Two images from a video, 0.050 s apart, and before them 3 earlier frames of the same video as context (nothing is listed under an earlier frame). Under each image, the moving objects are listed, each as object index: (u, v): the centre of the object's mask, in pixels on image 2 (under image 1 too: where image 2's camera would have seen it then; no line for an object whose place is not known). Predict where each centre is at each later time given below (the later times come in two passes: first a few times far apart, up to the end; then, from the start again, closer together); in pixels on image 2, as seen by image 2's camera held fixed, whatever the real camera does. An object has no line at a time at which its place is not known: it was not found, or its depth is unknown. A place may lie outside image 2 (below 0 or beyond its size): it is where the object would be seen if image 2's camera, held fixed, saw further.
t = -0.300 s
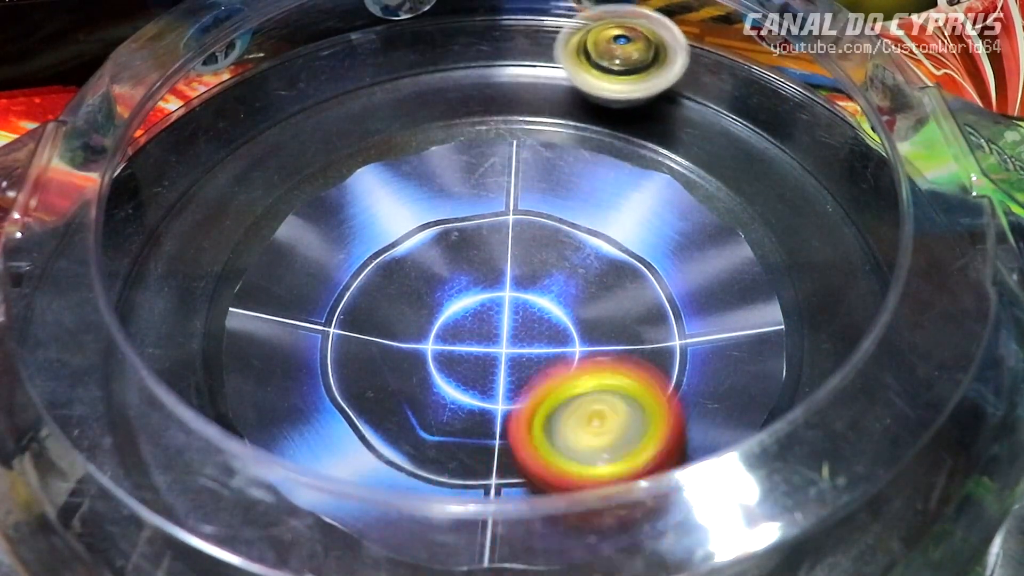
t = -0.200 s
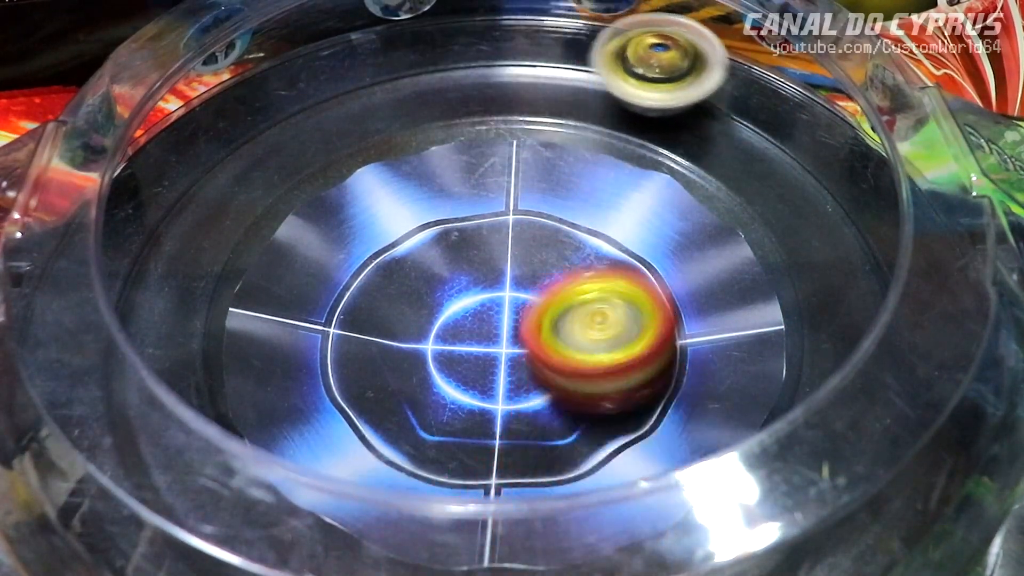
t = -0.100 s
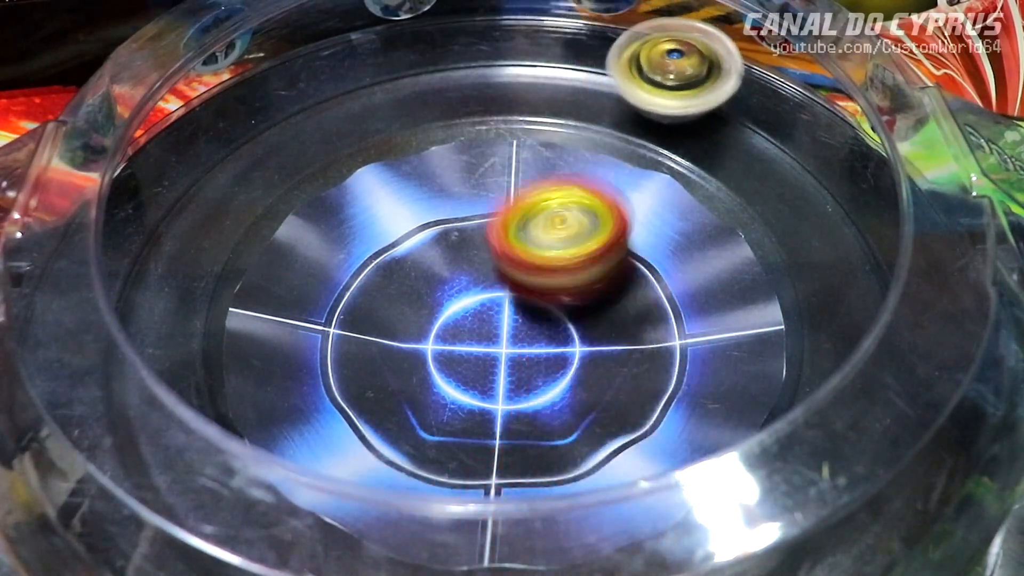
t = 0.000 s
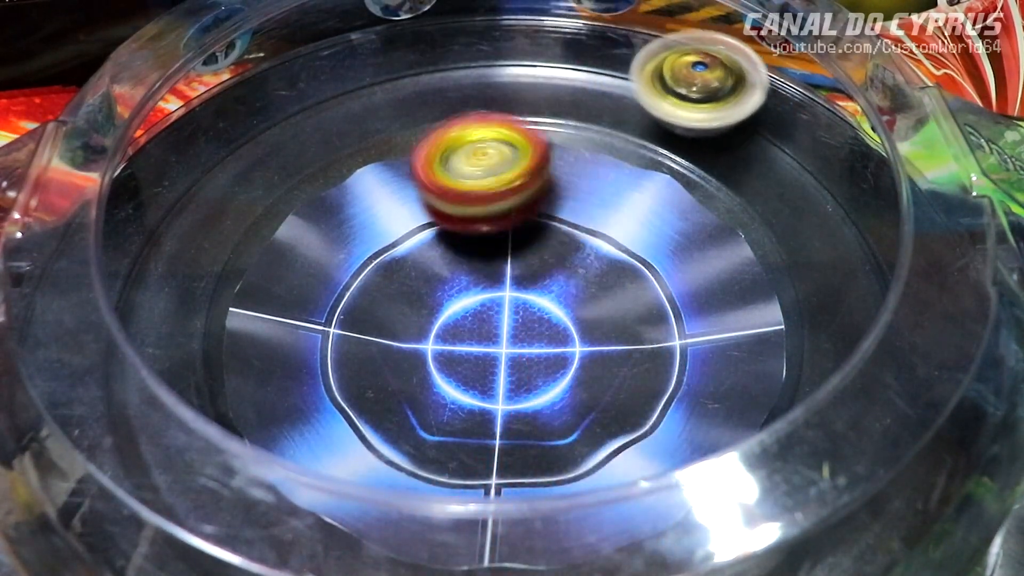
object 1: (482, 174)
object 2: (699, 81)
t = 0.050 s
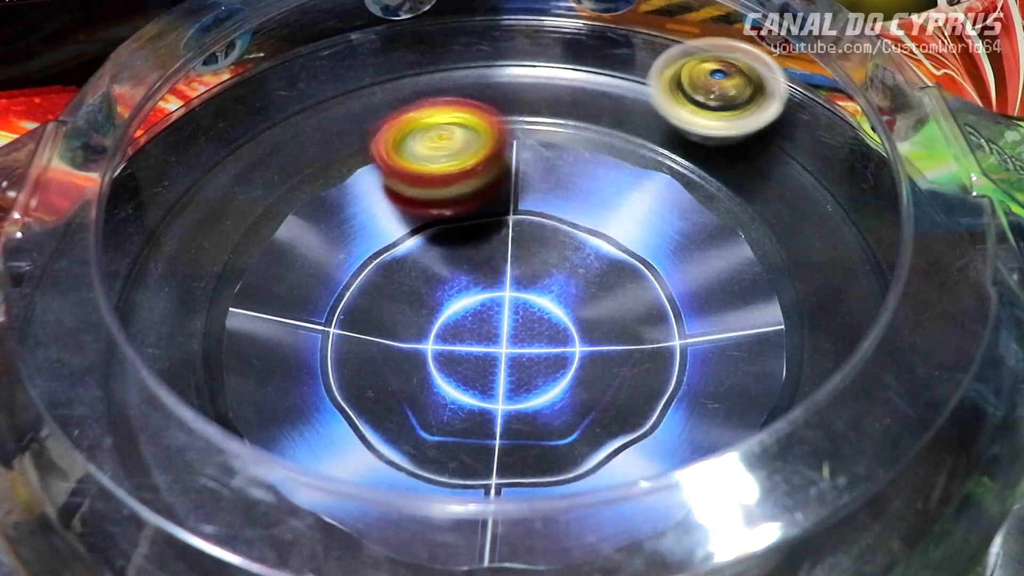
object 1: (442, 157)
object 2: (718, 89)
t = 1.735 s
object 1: (195, 312)
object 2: (682, 260)
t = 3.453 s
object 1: (854, 232)
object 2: (609, 301)
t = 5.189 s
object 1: (694, 230)
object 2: (538, 207)
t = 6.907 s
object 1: (455, 426)
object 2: (390, 260)
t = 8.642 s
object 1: (439, 164)
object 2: (460, 386)
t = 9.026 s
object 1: (453, 411)
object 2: (524, 232)
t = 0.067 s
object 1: (430, 154)
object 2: (725, 91)
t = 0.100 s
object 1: (403, 153)
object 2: (741, 97)
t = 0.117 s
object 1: (390, 155)
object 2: (749, 99)
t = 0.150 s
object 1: (366, 164)
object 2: (757, 101)
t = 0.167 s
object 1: (356, 171)
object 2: (758, 103)
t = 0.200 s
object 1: (338, 187)
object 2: (759, 107)
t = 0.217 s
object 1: (330, 198)
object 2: (761, 110)
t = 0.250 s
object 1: (316, 224)
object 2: (772, 116)
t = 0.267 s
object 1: (312, 238)
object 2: (777, 119)
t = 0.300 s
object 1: (309, 268)
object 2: (787, 128)
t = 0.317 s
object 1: (311, 284)
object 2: (792, 131)
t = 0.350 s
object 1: (321, 320)
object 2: (802, 138)
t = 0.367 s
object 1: (331, 337)
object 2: (805, 141)
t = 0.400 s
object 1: (352, 370)
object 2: (807, 145)
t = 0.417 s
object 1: (366, 387)
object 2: (808, 146)
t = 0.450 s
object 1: (402, 412)
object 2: (810, 150)
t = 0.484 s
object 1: (442, 428)
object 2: (816, 158)
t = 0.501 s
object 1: (464, 434)
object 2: (820, 162)
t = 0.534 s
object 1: (511, 441)
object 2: (827, 171)
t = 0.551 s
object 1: (536, 440)
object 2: (830, 175)
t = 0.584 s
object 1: (583, 434)
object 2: (832, 180)
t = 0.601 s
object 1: (606, 429)
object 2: (833, 183)
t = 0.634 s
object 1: (645, 415)
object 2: (835, 191)
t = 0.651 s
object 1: (662, 405)
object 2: (837, 196)
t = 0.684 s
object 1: (691, 384)
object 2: (841, 205)
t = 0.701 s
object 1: (701, 371)
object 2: (843, 209)
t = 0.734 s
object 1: (715, 339)
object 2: (846, 217)
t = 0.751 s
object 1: (718, 321)
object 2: (863, 222)
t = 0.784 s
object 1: (715, 285)
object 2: (866, 229)
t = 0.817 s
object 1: (700, 249)
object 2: (869, 236)
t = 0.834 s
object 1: (690, 231)
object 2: (871, 240)
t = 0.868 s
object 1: (663, 196)
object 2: (877, 246)
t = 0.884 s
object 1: (647, 181)
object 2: (877, 248)
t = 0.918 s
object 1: (611, 154)
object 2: (876, 251)
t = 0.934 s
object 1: (593, 143)
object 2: (875, 254)
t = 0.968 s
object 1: (551, 125)
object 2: (874, 260)
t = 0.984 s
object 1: (528, 115)
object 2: (871, 264)
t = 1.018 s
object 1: (484, 101)
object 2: (872, 274)
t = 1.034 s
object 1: (462, 98)
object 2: (873, 279)
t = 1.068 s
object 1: (417, 93)
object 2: (873, 287)
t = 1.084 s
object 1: (394, 92)
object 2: (871, 291)
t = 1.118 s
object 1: (352, 96)
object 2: (869, 298)
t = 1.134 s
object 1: (331, 101)
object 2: (867, 302)
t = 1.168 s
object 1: (289, 106)
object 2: (863, 308)
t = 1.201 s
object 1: (255, 113)
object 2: (860, 315)
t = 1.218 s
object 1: (239, 116)
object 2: (857, 318)
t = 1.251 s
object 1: (211, 123)
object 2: (854, 326)
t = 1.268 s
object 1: (202, 127)
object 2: (850, 328)
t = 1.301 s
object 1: (186, 146)
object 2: (845, 337)
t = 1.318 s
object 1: (179, 153)
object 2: (841, 339)
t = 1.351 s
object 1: (171, 179)
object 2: (837, 346)
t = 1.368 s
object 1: (169, 191)
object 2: (834, 348)
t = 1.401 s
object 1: (167, 213)
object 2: (829, 353)
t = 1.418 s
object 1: (166, 223)
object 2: (825, 355)
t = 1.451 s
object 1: (165, 240)
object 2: (816, 358)
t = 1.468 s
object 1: (165, 249)
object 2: (813, 360)
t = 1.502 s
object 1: (166, 263)
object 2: (802, 363)
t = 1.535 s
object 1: (168, 275)
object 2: (794, 361)
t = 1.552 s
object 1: (169, 280)
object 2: (776, 351)
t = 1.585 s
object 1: (162, 291)
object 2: (773, 350)
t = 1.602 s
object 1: (163, 295)
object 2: (765, 344)
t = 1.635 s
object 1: (166, 302)
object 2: (748, 327)
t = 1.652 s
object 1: (169, 304)
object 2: (738, 316)
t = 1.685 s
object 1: (176, 307)
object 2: (718, 292)
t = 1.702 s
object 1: (182, 308)
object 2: (707, 281)
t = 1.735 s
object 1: (195, 312)
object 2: (682, 260)
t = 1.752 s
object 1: (200, 315)
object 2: (663, 250)
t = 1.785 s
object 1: (221, 326)
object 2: (626, 234)
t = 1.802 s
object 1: (236, 331)
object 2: (604, 228)
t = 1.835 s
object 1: (272, 341)
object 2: (561, 220)
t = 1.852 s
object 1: (293, 345)
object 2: (538, 218)
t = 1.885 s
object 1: (343, 355)
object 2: (499, 219)
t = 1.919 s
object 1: (401, 365)
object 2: (459, 225)
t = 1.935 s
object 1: (429, 368)
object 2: (436, 230)
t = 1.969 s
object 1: (496, 368)
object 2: (399, 244)
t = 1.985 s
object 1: (530, 363)
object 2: (383, 253)
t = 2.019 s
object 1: (593, 345)
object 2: (354, 276)
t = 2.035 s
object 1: (618, 334)
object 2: (342, 288)
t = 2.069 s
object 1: (664, 306)
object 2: (322, 315)
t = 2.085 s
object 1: (683, 289)
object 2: (315, 329)
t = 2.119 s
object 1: (713, 261)
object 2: (307, 357)
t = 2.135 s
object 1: (723, 247)
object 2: (306, 373)
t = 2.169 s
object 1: (736, 219)
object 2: (316, 401)
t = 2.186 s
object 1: (739, 205)
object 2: (325, 411)
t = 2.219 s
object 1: (738, 181)
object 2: (349, 429)
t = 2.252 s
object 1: (730, 158)
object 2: (372, 465)
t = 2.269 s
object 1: (723, 147)
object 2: (390, 477)
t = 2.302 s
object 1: (704, 130)
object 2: (432, 494)
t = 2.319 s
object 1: (692, 121)
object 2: (459, 497)
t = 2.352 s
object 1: (663, 112)
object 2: (501, 497)
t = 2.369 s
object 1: (647, 107)
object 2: (523, 491)
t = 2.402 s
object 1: (613, 101)
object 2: (567, 475)
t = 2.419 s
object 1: (595, 100)
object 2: (588, 463)
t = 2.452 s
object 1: (557, 98)
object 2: (616, 430)
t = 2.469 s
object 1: (537, 98)
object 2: (630, 420)
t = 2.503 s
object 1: (498, 99)
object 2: (649, 394)
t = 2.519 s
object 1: (478, 101)
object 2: (653, 379)
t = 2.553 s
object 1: (439, 109)
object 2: (655, 347)
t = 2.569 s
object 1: (420, 114)
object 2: (653, 332)
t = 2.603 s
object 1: (381, 129)
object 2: (641, 303)
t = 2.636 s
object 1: (347, 150)
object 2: (622, 275)
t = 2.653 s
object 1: (331, 163)
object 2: (611, 263)
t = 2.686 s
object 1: (303, 192)
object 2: (583, 242)
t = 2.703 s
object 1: (291, 208)
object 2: (566, 233)
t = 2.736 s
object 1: (276, 242)
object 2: (530, 217)
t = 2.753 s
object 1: (270, 263)
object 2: (512, 212)
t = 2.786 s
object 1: (270, 304)
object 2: (480, 206)
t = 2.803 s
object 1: (274, 325)
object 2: (462, 204)
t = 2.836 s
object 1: (291, 366)
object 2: (425, 206)
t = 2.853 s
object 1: (307, 384)
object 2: (408, 208)
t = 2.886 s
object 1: (346, 409)
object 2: (373, 215)
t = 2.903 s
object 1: (369, 421)
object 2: (357, 220)
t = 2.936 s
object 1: (421, 460)
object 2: (323, 233)
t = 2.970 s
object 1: (483, 473)
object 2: (298, 249)
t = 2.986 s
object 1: (516, 482)
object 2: (288, 260)
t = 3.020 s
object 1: (581, 480)
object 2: (272, 283)
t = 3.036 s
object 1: (608, 473)
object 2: (269, 295)
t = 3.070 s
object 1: (661, 442)
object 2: (265, 323)
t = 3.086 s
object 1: (703, 429)
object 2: (268, 337)
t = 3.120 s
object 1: (757, 408)
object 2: (282, 366)
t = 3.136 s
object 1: (774, 398)
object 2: (293, 378)
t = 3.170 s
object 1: (811, 374)
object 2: (327, 400)
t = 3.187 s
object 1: (827, 367)
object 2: (345, 407)
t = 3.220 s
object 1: (857, 345)
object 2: (388, 418)
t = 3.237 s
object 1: (871, 337)
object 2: (413, 421)
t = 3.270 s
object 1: (896, 322)
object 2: (459, 420)
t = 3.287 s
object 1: (906, 315)
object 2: (481, 418)
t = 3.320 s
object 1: (908, 296)
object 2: (525, 403)
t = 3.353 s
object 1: (888, 276)
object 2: (561, 383)
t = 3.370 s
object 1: (880, 266)
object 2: (575, 371)
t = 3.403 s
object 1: (866, 250)
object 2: (597, 343)
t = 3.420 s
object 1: (861, 243)
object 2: (604, 328)
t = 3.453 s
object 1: (854, 232)
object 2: (609, 301)
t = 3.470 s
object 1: (852, 227)
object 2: (609, 287)
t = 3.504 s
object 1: (851, 219)
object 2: (603, 257)
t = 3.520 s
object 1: (851, 216)
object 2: (597, 243)
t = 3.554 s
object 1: (851, 211)
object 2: (579, 218)
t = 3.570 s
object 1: (850, 209)
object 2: (568, 208)
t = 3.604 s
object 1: (851, 207)
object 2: (543, 189)
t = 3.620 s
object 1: (850, 206)
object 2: (529, 183)
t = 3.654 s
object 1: (849, 203)
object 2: (500, 170)
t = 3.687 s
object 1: (847, 202)
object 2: (470, 163)
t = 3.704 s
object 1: (846, 201)
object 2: (457, 162)
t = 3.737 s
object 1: (844, 199)
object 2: (424, 162)
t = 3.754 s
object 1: (843, 199)
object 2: (408, 165)
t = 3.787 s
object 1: (840, 198)
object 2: (378, 174)
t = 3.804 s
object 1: (838, 197)
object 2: (365, 182)
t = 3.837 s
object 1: (829, 197)
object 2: (343, 200)
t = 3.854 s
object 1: (829, 196)
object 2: (333, 209)
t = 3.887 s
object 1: (825, 195)
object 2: (321, 235)
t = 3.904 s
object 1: (821, 194)
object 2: (319, 249)
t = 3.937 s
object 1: (815, 193)
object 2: (324, 279)
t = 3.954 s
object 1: (811, 192)
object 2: (329, 293)
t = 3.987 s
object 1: (802, 191)
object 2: (347, 321)
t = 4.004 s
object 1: (797, 190)
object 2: (360, 333)
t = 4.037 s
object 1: (785, 189)
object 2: (393, 355)
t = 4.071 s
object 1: (771, 188)
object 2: (431, 369)
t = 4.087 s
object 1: (761, 190)
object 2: (451, 373)
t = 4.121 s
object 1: (736, 190)
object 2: (494, 374)
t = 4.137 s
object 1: (720, 191)
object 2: (515, 370)
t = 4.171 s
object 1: (687, 192)
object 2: (555, 361)
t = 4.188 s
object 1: (669, 192)
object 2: (572, 352)
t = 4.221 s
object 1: (626, 193)
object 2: (599, 332)
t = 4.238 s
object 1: (603, 191)
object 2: (607, 320)
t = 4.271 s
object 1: (553, 191)
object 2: (621, 301)
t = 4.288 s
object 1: (528, 192)
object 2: (626, 292)
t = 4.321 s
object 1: (478, 193)
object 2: (629, 272)
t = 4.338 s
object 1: (452, 195)
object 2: (630, 261)
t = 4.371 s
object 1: (405, 203)
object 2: (625, 238)
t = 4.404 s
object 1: (362, 216)
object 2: (612, 217)
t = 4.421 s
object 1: (343, 225)
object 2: (605, 210)
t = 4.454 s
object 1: (309, 245)
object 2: (583, 196)
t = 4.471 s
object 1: (296, 256)
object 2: (569, 192)
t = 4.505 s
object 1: (275, 281)
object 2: (542, 188)
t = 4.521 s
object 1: (267, 295)
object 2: (527, 188)
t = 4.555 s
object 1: (258, 324)
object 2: (497, 194)
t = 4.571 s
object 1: (257, 341)
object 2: (484, 199)
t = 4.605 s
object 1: (264, 367)
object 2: (458, 217)
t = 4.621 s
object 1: (271, 377)
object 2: (447, 228)
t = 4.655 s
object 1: (293, 397)
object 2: (431, 254)
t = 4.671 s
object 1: (307, 409)
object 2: (426, 268)
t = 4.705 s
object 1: (341, 425)
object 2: (425, 296)
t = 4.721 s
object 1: (359, 431)
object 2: (428, 310)
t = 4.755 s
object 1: (401, 474)
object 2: (440, 331)
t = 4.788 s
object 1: (449, 482)
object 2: (463, 349)
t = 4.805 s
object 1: (476, 482)
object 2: (478, 355)
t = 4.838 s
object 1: (527, 479)
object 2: (507, 359)
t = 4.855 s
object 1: (554, 478)
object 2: (525, 362)
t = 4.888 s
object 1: (601, 463)
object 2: (559, 356)
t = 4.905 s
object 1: (622, 448)
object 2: (575, 349)
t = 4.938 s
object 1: (660, 419)
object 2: (603, 333)
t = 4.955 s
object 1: (678, 409)
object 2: (614, 325)
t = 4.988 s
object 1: (707, 391)
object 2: (631, 306)
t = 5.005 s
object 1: (719, 378)
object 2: (637, 294)
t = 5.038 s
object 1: (734, 355)
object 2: (635, 274)
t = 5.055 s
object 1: (738, 342)
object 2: (633, 264)
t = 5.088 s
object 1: (736, 307)
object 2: (619, 246)
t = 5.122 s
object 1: (730, 280)
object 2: (596, 226)
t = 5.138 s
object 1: (723, 266)
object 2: (583, 219)
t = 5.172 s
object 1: (706, 242)
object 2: (552, 209)
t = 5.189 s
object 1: (694, 230)
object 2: (538, 207)
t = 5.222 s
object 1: (664, 207)
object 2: (506, 206)
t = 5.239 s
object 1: (645, 197)
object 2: (491, 207)
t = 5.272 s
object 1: (607, 180)
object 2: (461, 216)
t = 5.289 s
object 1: (587, 172)
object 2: (444, 222)
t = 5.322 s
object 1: (544, 160)
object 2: (419, 238)
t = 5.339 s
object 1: (523, 158)
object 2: (408, 248)
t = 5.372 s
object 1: (479, 155)
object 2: (392, 270)
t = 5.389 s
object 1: (458, 155)
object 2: (388, 282)
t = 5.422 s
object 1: (416, 154)
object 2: (387, 307)
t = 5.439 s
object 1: (396, 161)
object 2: (389, 319)
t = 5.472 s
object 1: (357, 171)
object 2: (400, 344)
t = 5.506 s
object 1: (321, 186)
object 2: (415, 366)
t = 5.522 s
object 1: (305, 195)
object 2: (427, 377)
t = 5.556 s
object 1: (277, 216)
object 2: (458, 392)
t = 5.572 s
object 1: (265, 226)
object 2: (473, 397)
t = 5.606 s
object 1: (246, 253)
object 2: (507, 399)
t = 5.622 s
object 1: (239, 267)
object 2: (525, 399)
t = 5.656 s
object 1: (233, 297)
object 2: (554, 391)
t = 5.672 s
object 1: (233, 310)
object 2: (568, 385)
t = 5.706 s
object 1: (241, 342)
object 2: (590, 369)
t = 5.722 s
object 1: (249, 356)
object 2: (600, 360)
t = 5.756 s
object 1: (273, 378)
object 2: (613, 338)
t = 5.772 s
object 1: (288, 388)
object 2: (618, 327)
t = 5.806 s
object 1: (325, 410)
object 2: (619, 304)
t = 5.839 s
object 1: (370, 426)
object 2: (611, 282)
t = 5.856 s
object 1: (396, 432)
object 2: (603, 272)
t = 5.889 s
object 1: (447, 439)
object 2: (585, 254)
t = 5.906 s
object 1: (473, 439)
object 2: (574, 246)
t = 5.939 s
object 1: (528, 435)
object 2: (544, 235)
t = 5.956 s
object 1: (552, 431)
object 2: (529, 230)
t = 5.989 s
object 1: (598, 418)
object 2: (501, 227)
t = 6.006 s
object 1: (620, 408)
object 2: (488, 228)
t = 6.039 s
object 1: (653, 385)
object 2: (456, 234)
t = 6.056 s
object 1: (666, 370)
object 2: (442, 238)
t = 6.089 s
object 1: (685, 336)
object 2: (418, 251)
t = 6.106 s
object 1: (691, 318)
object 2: (407, 260)
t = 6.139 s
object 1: (696, 285)
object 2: (391, 279)
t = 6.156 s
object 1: (695, 266)
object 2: (386, 291)
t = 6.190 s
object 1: (684, 236)
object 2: (380, 312)
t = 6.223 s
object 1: (669, 205)
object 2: (385, 336)
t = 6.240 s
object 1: (656, 190)
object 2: (389, 346)
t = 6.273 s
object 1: (632, 167)
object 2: (405, 366)
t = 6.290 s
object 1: (619, 156)
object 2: (415, 374)
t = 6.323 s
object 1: (589, 142)
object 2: (443, 388)
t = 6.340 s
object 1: (572, 134)
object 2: (458, 393)
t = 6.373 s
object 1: (538, 121)
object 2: (491, 396)
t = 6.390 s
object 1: (520, 118)
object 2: (508, 395)
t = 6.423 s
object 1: (485, 113)
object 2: (541, 388)
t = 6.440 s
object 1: (467, 114)
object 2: (557, 382)
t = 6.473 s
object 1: (432, 117)
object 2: (581, 366)
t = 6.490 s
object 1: (415, 121)
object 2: (590, 356)
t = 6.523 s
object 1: (380, 131)
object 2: (601, 333)
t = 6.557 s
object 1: (350, 149)
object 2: (605, 311)
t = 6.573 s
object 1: (336, 159)
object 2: (604, 301)
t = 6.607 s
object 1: (311, 183)
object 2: (598, 279)
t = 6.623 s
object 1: (300, 196)
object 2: (590, 269)
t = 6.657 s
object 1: (285, 226)
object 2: (574, 251)
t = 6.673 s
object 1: (281, 241)
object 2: (563, 244)
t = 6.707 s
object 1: (276, 276)
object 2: (538, 232)
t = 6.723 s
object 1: (278, 294)
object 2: (526, 227)
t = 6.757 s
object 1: (290, 329)
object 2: (501, 222)
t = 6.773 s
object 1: (299, 345)
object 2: (487, 221)
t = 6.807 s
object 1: (326, 378)
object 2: (457, 224)
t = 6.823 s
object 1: (343, 390)
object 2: (442, 227)
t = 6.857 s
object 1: (386, 410)
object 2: (417, 236)
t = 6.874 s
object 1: (407, 418)
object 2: (407, 243)
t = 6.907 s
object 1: (455, 426)
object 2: (390, 260)
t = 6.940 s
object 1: (505, 429)
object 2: (378, 278)
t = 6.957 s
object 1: (530, 428)
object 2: (373, 288)
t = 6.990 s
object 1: (580, 419)
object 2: (371, 311)
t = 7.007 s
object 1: (601, 413)
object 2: (374, 322)
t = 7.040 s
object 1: (643, 397)
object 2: (385, 343)
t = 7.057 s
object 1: (662, 385)
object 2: (395, 354)
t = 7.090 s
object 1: (690, 364)
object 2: (417, 370)
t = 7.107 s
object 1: (704, 349)
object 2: (431, 375)
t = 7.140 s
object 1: (721, 317)
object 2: (463, 382)
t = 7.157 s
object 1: (727, 302)
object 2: (479, 383)
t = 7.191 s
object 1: (731, 272)
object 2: (511, 381)
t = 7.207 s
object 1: (729, 258)
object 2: (528, 378)
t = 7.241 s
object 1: (722, 232)
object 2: (557, 366)
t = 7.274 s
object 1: (704, 206)
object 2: (582, 349)
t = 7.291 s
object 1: (695, 195)
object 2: (590, 339)
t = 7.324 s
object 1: (668, 175)
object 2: (601, 317)
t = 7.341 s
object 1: (654, 165)
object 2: (604, 305)
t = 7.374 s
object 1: (623, 153)
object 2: (605, 282)
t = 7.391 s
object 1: (604, 147)
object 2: (602, 272)
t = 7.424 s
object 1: (570, 137)
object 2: (590, 262)
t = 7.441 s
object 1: (552, 131)
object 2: (582, 259)
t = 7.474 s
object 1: (514, 122)
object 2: (561, 252)
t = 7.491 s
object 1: (498, 122)
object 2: (548, 248)
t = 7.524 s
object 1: (462, 126)
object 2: (523, 244)
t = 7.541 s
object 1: (445, 130)
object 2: (510, 244)
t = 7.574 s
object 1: (412, 139)
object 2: (484, 249)
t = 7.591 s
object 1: (392, 145)
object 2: (472, 253)
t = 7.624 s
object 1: (361, 161)
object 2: (452, 266)
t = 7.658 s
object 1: (331, 181)
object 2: (434, 282)
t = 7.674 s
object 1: (318, 193)
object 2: (428, 291)
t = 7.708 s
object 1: (295, 218)
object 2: (420, 310)
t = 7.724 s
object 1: (287, 231)
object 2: (419, 321)
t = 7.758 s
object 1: (273, 260)
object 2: (423, 341)
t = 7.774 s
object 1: (269, 277)
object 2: (428, 351)
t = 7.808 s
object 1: (268, 308)
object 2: (445, 367)
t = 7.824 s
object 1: (270, 324)
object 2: (456, 374)
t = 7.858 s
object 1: (282, 355)
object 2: (481, 383)
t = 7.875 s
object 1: (291, 369)
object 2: (495, 385)
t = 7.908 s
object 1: (318, 394)
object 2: (523, 385)
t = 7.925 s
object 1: (333, 401)
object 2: (537, 382)
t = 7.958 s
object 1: (371, 419)
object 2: (563, 374)
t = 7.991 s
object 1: (411, 430)
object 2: (585, 360)
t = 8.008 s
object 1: (435, 435)
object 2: (594, 351)
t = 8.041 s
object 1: (481, 440)
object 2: (605, 332)
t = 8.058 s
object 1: (505, 439)
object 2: (606, 322)
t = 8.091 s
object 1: (551, 433)
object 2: (605, 302)
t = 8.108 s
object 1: (572, 428)
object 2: (600, 293)
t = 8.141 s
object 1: (612, 416)
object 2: (589, 275)
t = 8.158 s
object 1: (631, 408)
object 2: (581, 267)
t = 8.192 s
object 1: (663, 387)
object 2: (561, 253)
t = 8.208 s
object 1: (675, 378)
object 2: (550, 248)
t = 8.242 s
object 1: (695, 349)
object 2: (524, 239)
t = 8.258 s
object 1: (700, 335)
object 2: (512, 238)
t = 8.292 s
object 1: (705, 304)
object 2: (487, 237)
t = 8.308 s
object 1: (705, 290)
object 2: (474, 239)
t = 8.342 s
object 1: (699, 261)
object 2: (447, 244)
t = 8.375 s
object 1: (684, 234)
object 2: (424, 255)
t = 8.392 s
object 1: (676, 222)
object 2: (413, 262)
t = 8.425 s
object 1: (652, 199)
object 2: (398, 278)
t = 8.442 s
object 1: (637, 189)
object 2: (391, 287)
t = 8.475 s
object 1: (607, 171)
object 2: (384, 307)
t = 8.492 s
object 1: (592, 166)
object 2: (383, 317)
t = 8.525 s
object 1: (559, 157)
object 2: (388, 337)
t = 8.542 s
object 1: (541, 153)
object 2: (393, 347)
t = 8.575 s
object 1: (507, 154)
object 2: (410, 365)
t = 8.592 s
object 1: (488, 155)
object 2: (420, 372)
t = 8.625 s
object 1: (455, 160)
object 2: (446, 383)
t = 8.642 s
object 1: (439, 164)
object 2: (460, 386)
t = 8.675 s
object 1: (406, 178)
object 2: (489, 389)
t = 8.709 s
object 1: (378, 194)
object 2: (519, 386)
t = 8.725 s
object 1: (366, 204)
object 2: (534, 382)
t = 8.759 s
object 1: (342, 226)
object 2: (559, 368)
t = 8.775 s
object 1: (333, 239)
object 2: (570, 361)
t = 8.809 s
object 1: (320, 267)
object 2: (585, 341)
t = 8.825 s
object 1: (316, 283)
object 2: (589, 330)
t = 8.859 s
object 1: (317, 312)
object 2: (593, 311)
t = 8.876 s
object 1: (321, 327)
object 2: (592, 301)
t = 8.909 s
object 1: (338, 353)
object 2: (587, 281)
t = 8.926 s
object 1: (349, 366)
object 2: (581, 272)
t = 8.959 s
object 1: (379, 390)
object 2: (566, 254)
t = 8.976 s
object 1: (396, 398)
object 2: (557, 248)
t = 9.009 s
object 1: (432, 410)
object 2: (535, 235)
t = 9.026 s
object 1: (453, 411)
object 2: (524, 232)
